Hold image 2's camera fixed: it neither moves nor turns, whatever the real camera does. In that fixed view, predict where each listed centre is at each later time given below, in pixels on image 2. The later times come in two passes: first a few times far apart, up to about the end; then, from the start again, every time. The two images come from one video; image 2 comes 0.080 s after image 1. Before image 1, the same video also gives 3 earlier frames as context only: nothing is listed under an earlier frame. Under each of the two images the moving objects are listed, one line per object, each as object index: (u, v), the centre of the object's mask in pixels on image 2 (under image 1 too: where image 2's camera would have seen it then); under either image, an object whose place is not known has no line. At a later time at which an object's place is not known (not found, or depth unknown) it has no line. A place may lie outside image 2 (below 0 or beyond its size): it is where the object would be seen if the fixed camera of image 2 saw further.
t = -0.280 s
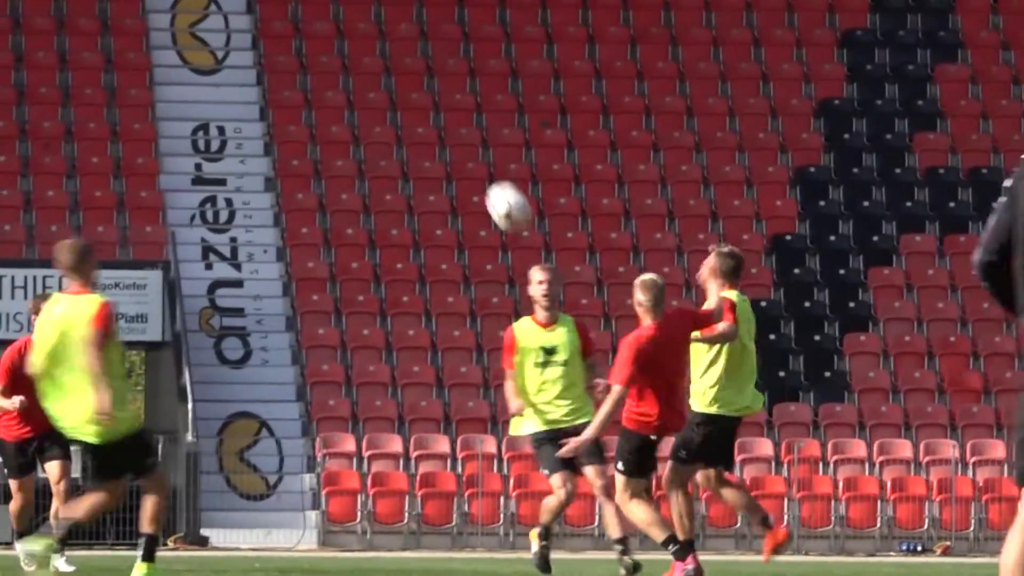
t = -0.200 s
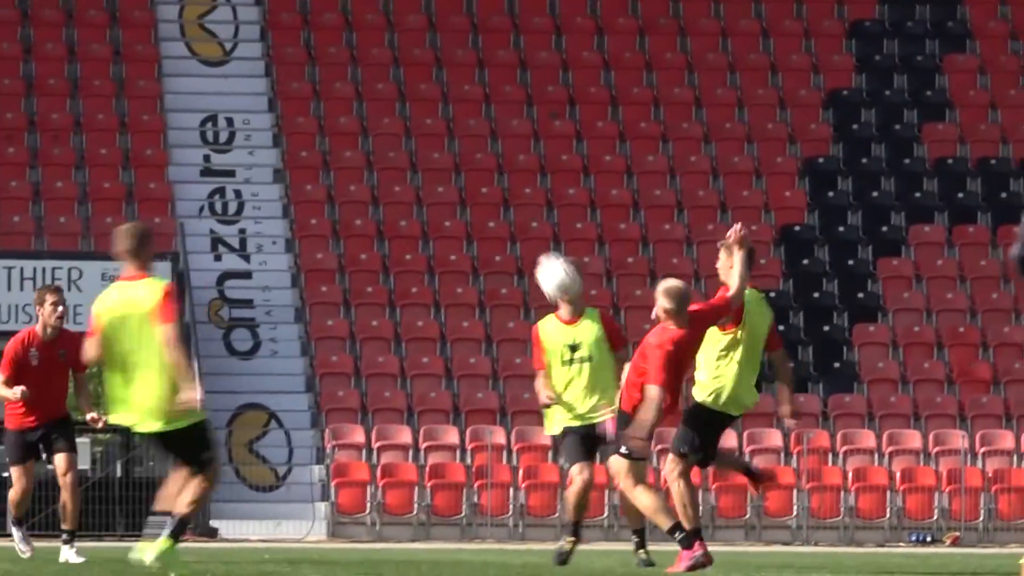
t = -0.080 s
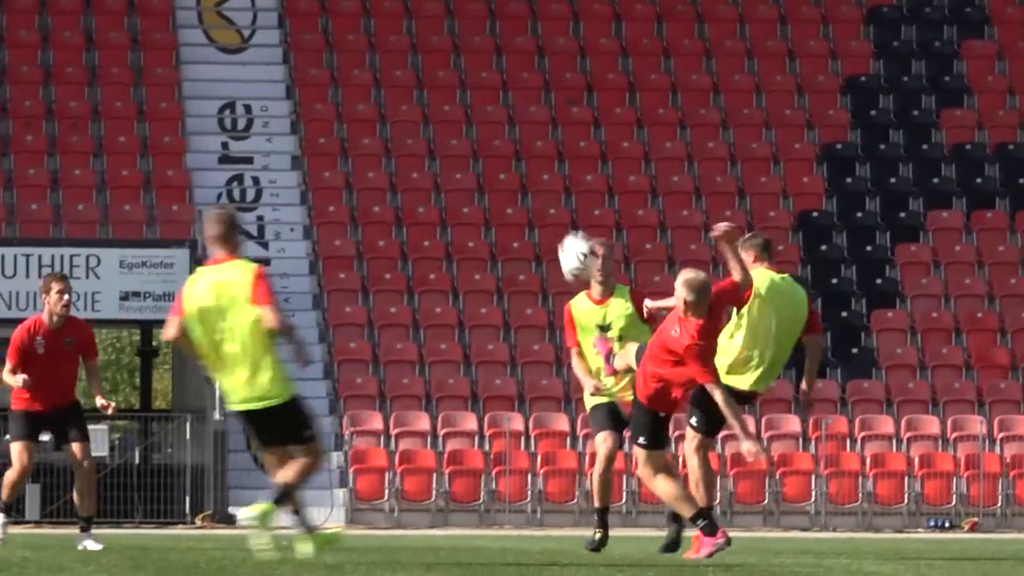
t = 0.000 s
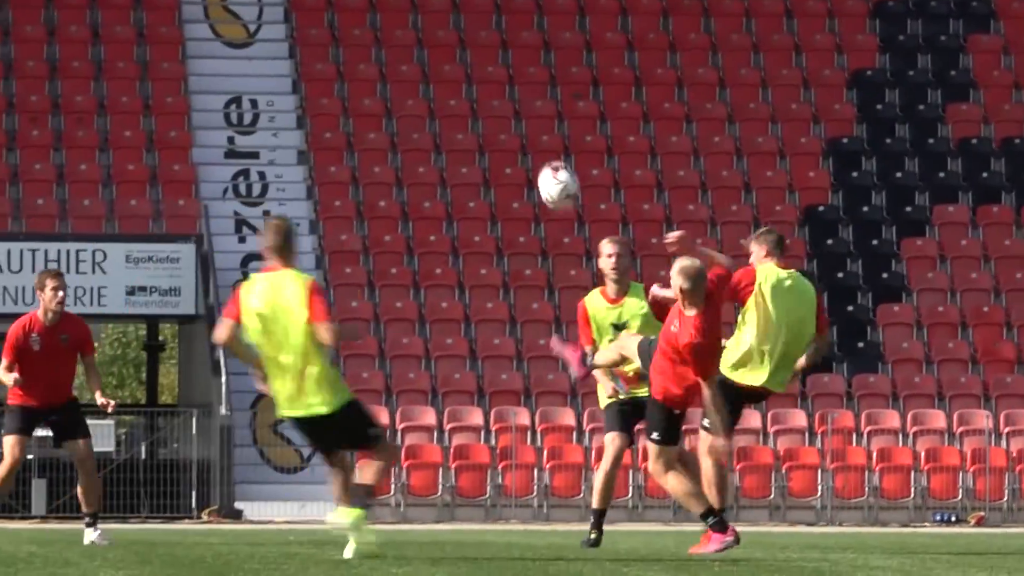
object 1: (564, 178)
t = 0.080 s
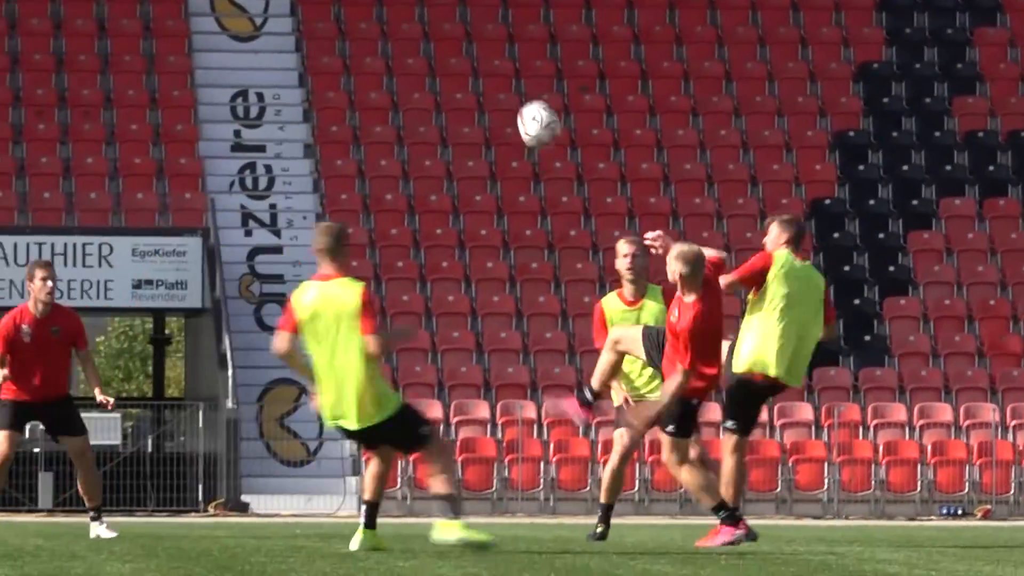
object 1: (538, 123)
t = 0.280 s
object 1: (471, 37)
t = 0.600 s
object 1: (362, 52)
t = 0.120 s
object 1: (525, 101)
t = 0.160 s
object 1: (512, 83)
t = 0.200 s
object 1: (498, 64)
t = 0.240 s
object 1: (485, 49)
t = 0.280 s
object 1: (471, 37)
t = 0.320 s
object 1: (458, 29)
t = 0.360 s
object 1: (445, 23)
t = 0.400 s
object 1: (431, 21)
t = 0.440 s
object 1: (418, 21)
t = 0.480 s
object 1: (405, 24)
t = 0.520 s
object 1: (391, 30)
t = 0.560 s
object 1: (377, 40)
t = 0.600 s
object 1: (362, 52)
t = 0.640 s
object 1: (349, 68)
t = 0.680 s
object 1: (335, 87)
